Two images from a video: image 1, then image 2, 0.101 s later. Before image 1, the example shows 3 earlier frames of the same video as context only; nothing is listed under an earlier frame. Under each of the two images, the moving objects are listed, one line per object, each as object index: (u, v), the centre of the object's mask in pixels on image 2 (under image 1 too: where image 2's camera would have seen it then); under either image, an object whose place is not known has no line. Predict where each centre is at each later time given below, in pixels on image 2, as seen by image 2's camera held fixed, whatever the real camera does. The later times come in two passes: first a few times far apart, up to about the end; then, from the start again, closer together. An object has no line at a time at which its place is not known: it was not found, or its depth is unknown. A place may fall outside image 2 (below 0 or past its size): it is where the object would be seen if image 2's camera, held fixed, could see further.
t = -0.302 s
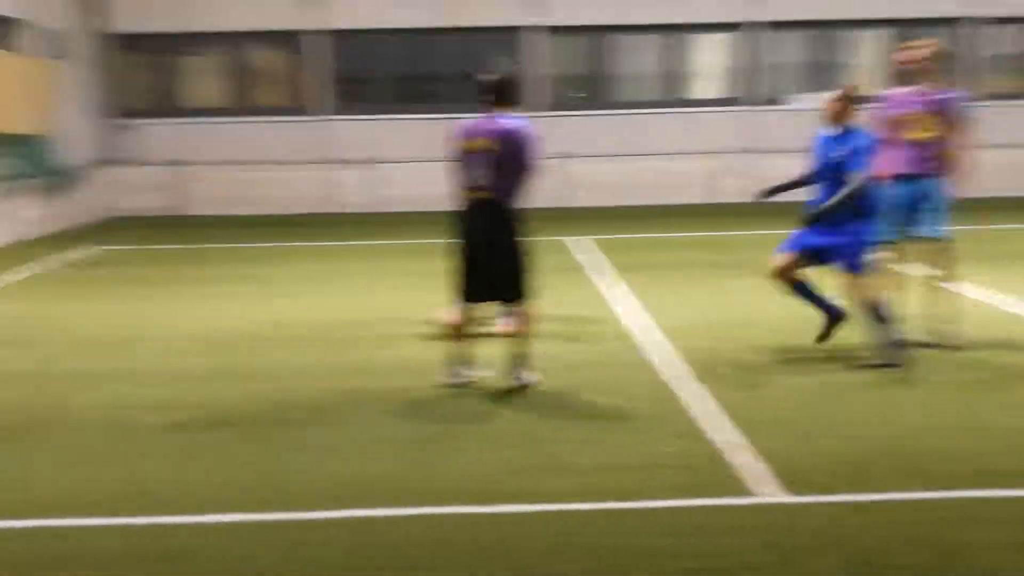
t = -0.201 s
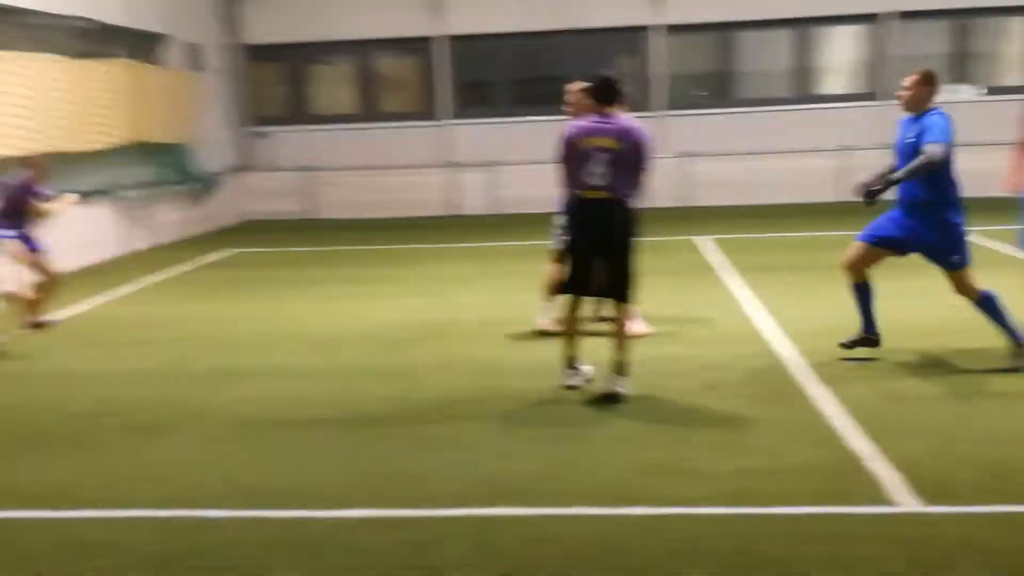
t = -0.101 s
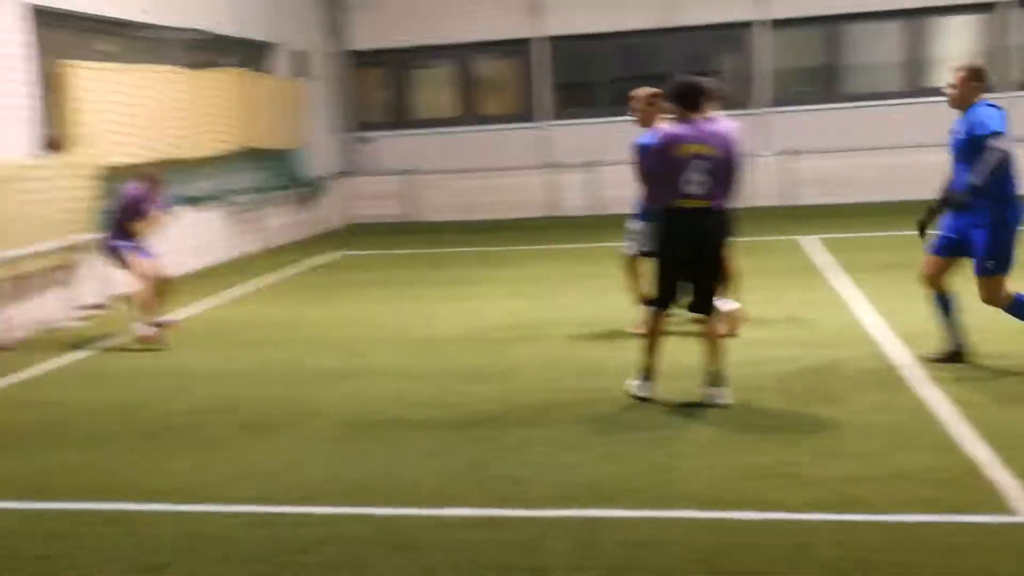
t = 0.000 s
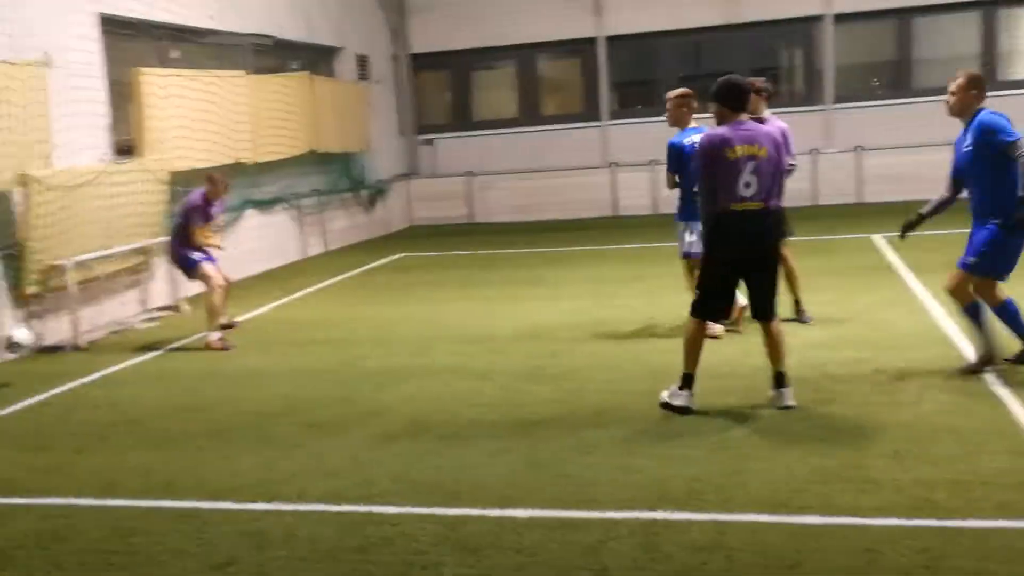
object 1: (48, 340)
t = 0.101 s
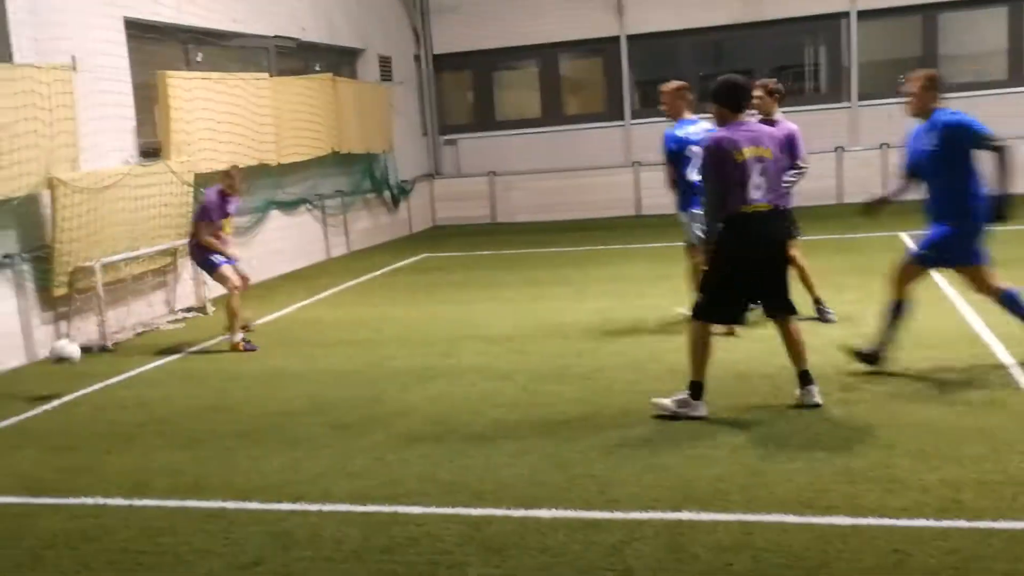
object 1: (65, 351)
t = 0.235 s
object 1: (100, 395)
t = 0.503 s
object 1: (136, 421)
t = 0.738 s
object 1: (161, 442)
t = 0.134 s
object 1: (73, 360)
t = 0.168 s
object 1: (82, 370)
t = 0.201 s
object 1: (89, 379)
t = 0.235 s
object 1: (100, 395)
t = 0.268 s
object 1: (106, 398)
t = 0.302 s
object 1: (109, 397)
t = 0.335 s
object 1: (111, 397)
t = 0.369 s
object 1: (116, 399)
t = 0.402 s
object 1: (120, 403)
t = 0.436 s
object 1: (125, 408)
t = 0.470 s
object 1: (129, 417)
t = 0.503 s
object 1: (136, 421)
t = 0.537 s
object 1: (139, 423)
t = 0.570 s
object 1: (140, 424)
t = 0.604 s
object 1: (144, 427)
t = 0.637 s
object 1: (148, 431)
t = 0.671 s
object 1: (153, 439)
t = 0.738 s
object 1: (161, 442)
